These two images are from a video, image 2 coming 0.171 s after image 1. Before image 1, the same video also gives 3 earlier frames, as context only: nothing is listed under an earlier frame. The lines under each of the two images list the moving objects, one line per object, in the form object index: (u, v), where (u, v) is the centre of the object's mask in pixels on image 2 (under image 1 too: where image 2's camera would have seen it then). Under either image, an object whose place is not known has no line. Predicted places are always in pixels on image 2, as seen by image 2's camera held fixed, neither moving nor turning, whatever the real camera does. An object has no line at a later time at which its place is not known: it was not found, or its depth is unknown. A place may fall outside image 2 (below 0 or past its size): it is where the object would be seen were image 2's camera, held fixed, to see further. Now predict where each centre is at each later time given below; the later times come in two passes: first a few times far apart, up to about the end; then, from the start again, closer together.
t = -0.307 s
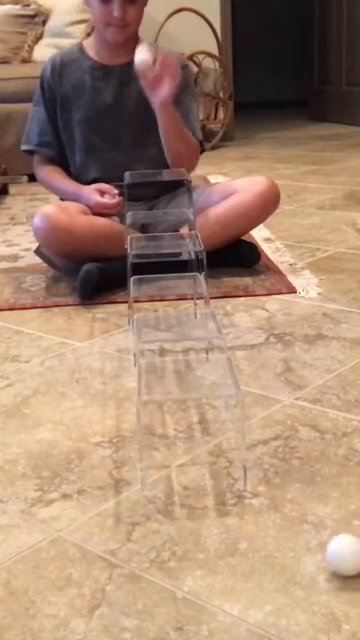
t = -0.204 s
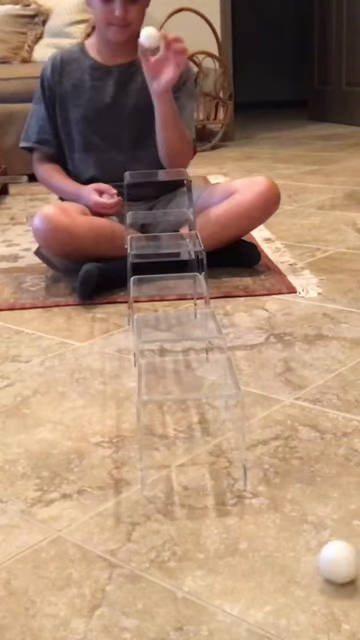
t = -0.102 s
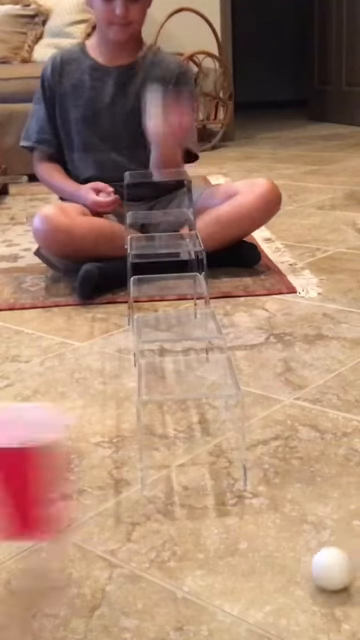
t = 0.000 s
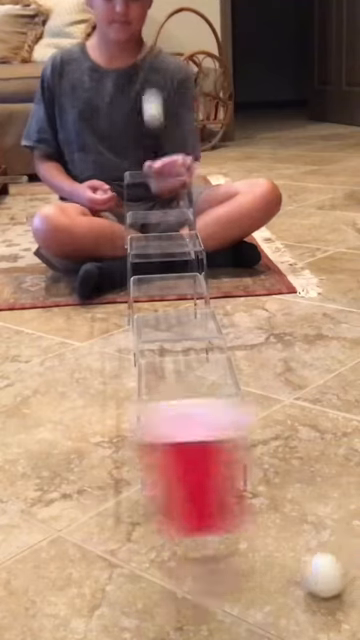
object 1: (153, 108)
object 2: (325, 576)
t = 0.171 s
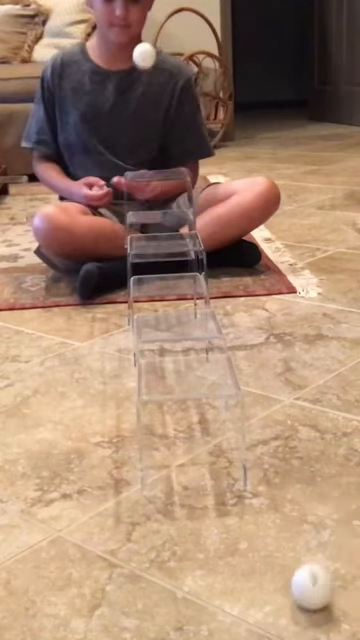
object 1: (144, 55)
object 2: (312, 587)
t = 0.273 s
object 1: (142, 101)
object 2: (303, 594)
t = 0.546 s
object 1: (143, 127)
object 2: (277, 615)
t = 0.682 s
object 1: (147, 151)
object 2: (259, 624)
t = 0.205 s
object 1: (143, 63)
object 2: (309, 589)
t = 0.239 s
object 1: (143, 79)
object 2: (306, 592)
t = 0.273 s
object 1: (142, 101)
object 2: (303, 594)
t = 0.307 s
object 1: (143, 131)
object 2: (301, 596)
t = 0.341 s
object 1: (143, 162)
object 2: (298, 599)
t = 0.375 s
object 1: (144, 209)
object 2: (295, 601)
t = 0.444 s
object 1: (144, 178)
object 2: (287, 606)
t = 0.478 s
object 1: (143, 155)
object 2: (284, 609)
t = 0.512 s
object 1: (143, 139)
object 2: (281, 612)
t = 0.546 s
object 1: (143, 127)
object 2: (277, 615)
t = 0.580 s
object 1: (143, 122)
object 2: (272, 619)
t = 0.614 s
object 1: (144, 124)
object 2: (269, 621)
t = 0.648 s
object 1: (146, 134)
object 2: (264, 623)
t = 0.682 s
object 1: (147, 151)
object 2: (259, 624)
